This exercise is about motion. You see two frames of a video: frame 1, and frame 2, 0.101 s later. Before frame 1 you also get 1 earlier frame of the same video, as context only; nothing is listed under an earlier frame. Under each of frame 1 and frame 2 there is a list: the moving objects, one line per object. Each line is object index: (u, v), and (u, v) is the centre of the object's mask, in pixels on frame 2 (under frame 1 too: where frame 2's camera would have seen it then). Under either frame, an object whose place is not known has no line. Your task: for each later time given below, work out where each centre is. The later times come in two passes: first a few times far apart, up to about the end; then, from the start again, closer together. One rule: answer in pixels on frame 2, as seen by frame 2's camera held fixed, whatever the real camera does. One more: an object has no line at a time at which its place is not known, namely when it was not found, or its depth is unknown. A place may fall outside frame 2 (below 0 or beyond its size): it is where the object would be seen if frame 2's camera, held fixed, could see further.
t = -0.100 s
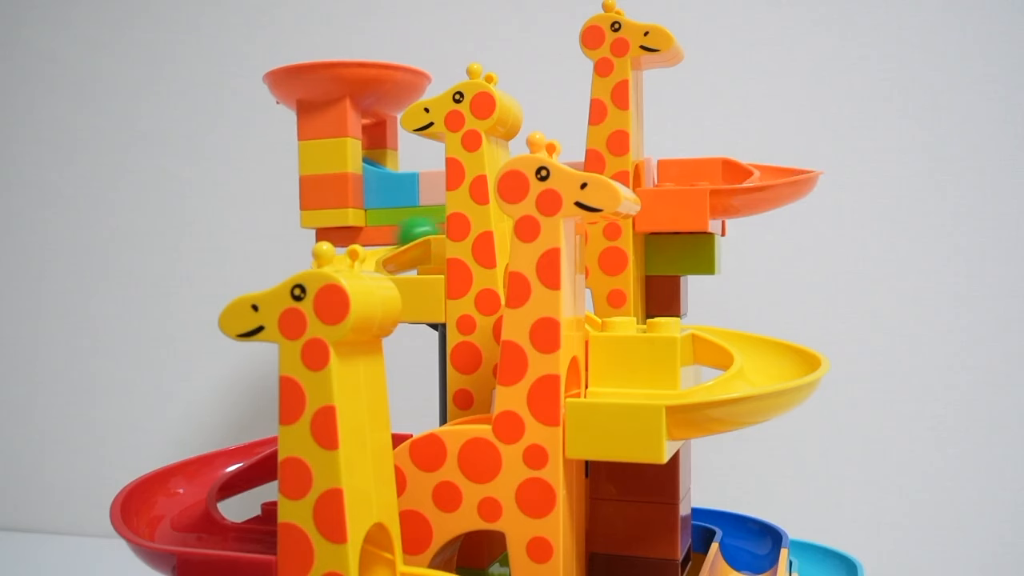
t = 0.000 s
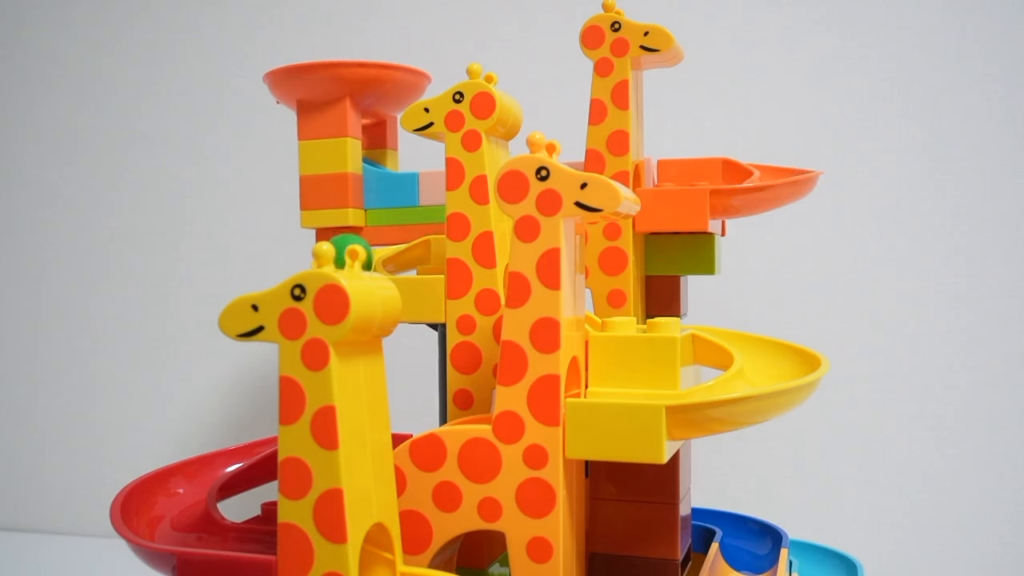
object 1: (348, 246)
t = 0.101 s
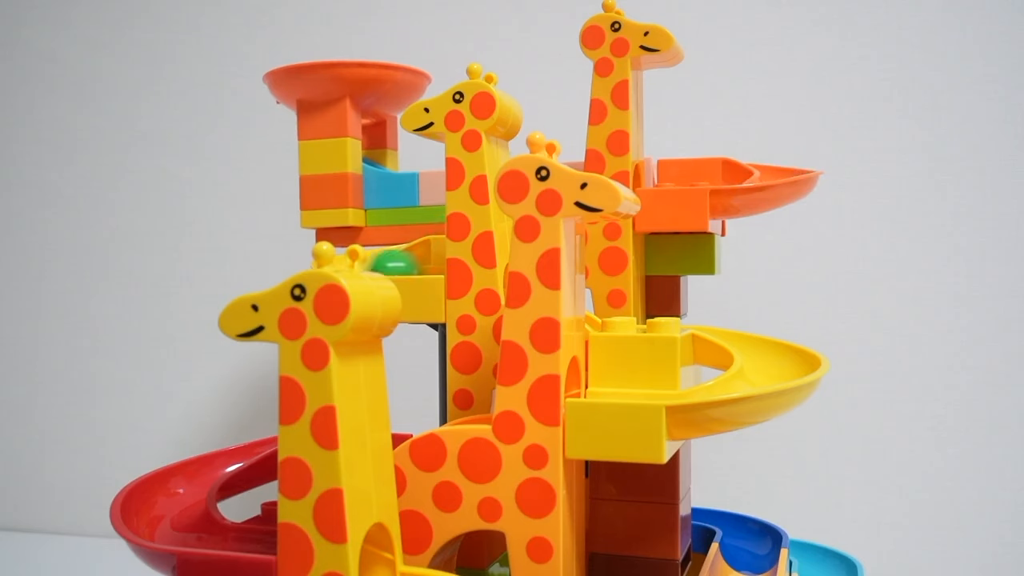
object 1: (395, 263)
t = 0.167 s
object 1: (434, 264)
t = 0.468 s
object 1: (737, 330)
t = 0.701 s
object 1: (658, 383)
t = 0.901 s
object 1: (421, 412)
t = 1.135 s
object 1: (200, 464)
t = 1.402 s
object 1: (380, 553)
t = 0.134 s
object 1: (421, 263)
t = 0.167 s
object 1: (434, 264)
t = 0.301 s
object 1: (594, 298)
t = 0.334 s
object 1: (613, 310)
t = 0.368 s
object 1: (645, 310)
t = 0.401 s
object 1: (675, 312)
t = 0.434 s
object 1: (706, 318)
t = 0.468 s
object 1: (737, 330)
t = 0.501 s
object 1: (762, 343)
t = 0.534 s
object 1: (777, 352)
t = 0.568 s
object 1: (781, 358)
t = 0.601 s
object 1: (769, 364)
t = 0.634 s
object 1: (741, 371)
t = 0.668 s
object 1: (701, 378)
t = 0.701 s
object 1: (658, 383)
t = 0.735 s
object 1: (617, 382)
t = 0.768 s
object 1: (586, 381)
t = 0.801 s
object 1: (572, 385)
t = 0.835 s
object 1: (480, 401)
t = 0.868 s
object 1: (461, 402)
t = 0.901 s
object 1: (421, 412)
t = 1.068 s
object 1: (260, 434)
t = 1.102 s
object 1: (235, 446)
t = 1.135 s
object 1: (200, 464)
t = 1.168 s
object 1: (175, 480)
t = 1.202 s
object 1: (162, 501)
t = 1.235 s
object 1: (172, 515)
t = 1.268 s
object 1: (202, 525)
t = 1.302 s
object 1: (241, 528)
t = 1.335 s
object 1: (261, 531)
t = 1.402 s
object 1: (380, 553)
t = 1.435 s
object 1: (410, 554)
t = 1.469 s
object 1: (462, 560)
